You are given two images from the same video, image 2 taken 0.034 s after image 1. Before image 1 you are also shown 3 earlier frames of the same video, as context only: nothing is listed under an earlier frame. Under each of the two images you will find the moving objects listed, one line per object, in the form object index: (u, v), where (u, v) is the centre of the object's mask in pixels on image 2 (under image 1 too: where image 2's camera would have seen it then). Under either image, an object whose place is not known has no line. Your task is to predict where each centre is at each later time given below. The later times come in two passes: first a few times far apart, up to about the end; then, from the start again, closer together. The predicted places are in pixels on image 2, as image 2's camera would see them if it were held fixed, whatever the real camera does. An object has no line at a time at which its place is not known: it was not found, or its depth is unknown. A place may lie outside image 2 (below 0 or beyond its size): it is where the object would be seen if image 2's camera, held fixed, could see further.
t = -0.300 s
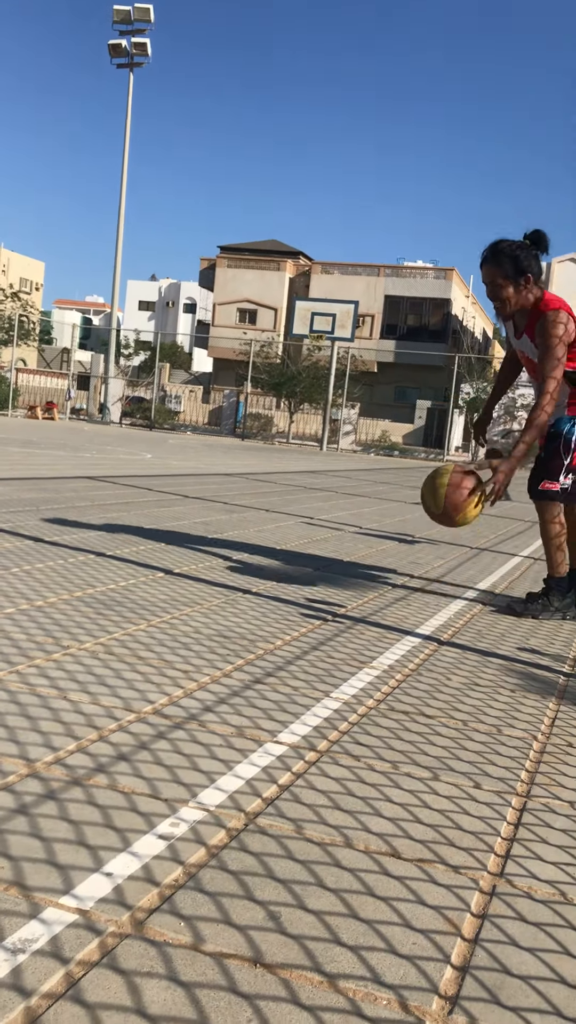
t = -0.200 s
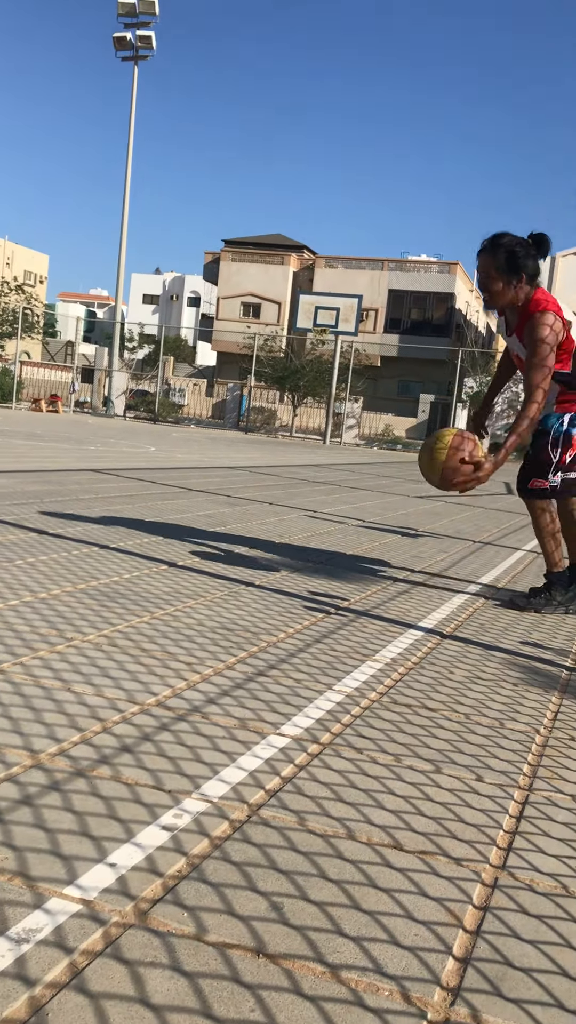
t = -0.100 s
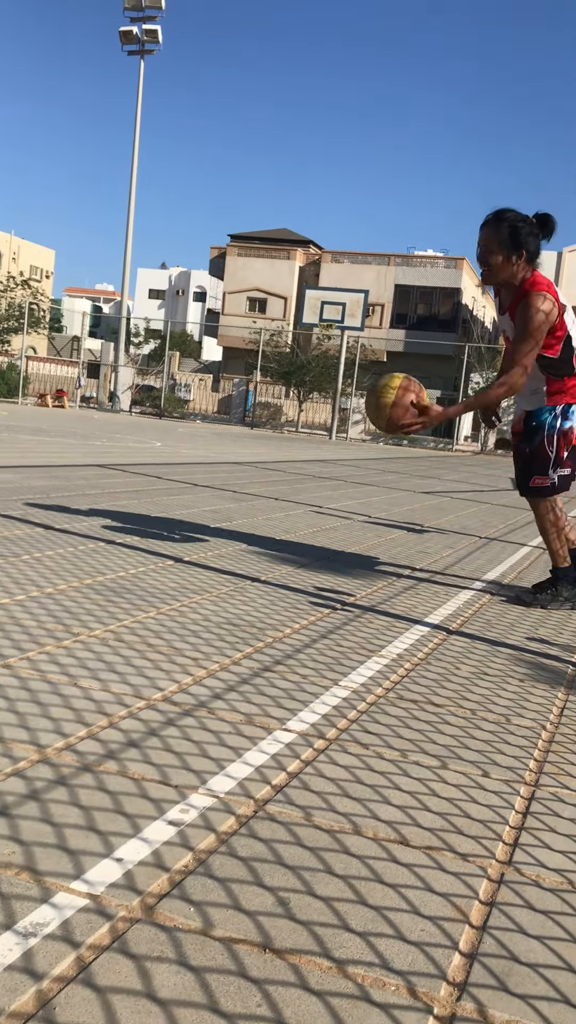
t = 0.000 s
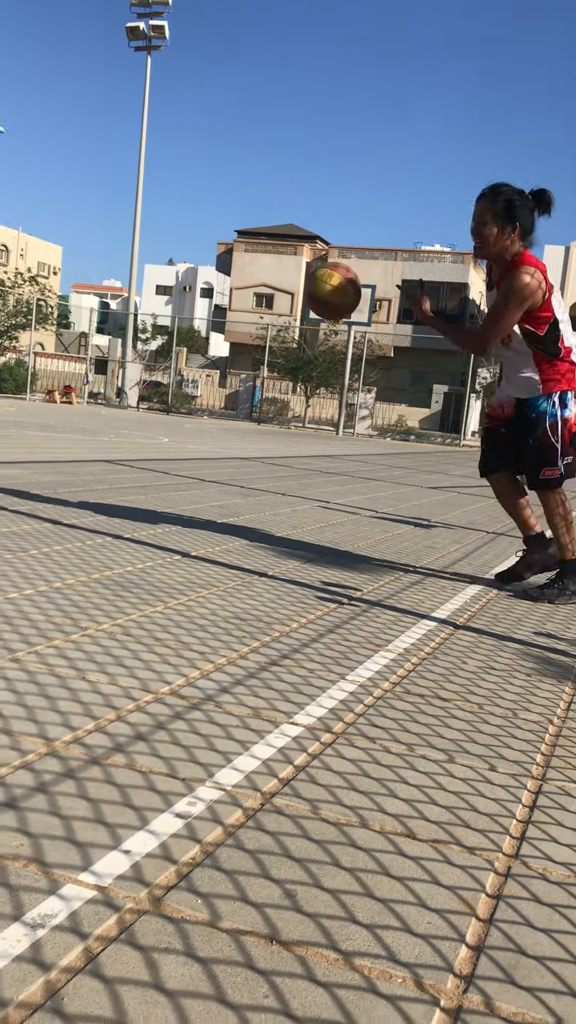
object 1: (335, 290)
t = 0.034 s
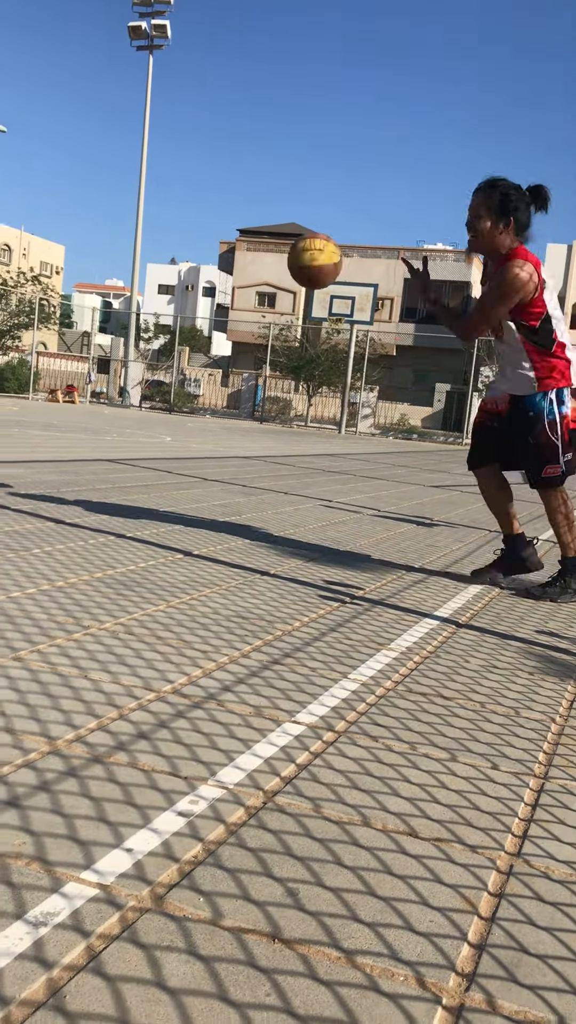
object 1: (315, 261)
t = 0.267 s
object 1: (197, 162)
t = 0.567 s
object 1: (90, 202)
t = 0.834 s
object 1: (20, 323)
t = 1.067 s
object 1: (-27, 415)
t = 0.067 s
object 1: (296, 236)
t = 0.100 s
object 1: (277, 216)
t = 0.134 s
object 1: (260, 199)
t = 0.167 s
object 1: (243, 185)
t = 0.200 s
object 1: (227, 175)
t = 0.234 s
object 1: (212, 166)
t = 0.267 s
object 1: (197, 162)
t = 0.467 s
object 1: (121, 174)
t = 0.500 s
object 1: (111, 182)
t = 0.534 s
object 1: (100, 191)
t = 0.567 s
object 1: (90, 202)
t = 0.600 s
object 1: (80, 214)
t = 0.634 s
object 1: (70, 227)
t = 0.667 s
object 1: (61, 241)
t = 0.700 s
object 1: (52, 256)
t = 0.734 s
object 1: (43, 272)
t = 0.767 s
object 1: (36, 288)
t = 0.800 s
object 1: (28, 305)
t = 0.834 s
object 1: (20, 323)
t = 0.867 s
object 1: (13, 341)
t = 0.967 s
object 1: (-11, 401)
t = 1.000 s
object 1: (-18, 421)
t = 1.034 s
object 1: (-24, 435)
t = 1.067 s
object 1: (-27, 415)
